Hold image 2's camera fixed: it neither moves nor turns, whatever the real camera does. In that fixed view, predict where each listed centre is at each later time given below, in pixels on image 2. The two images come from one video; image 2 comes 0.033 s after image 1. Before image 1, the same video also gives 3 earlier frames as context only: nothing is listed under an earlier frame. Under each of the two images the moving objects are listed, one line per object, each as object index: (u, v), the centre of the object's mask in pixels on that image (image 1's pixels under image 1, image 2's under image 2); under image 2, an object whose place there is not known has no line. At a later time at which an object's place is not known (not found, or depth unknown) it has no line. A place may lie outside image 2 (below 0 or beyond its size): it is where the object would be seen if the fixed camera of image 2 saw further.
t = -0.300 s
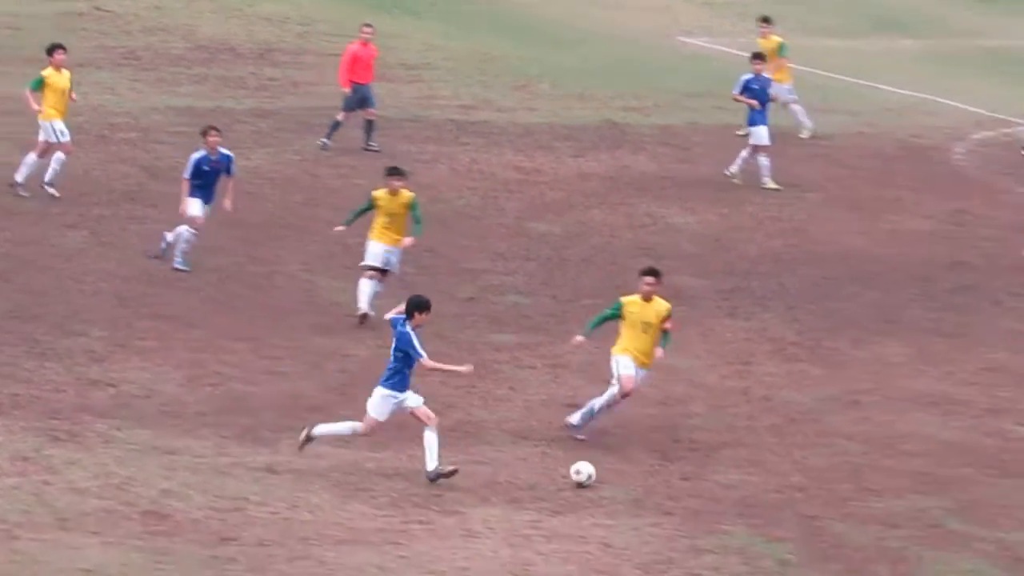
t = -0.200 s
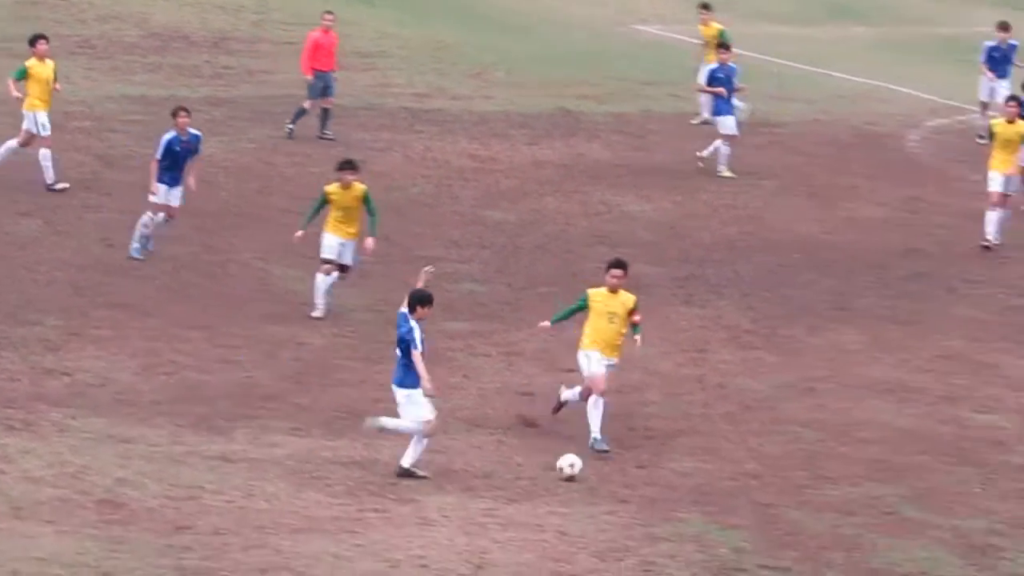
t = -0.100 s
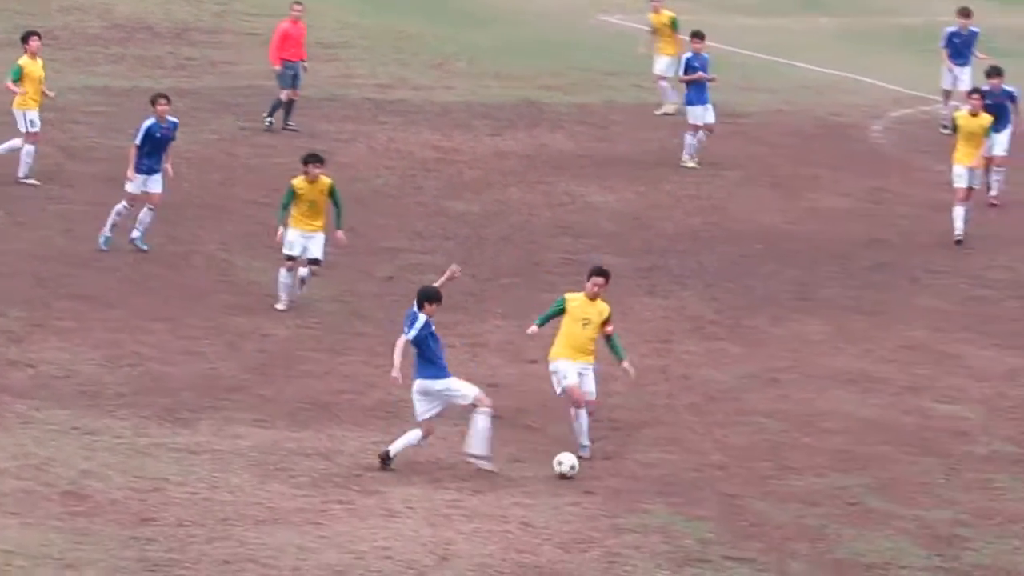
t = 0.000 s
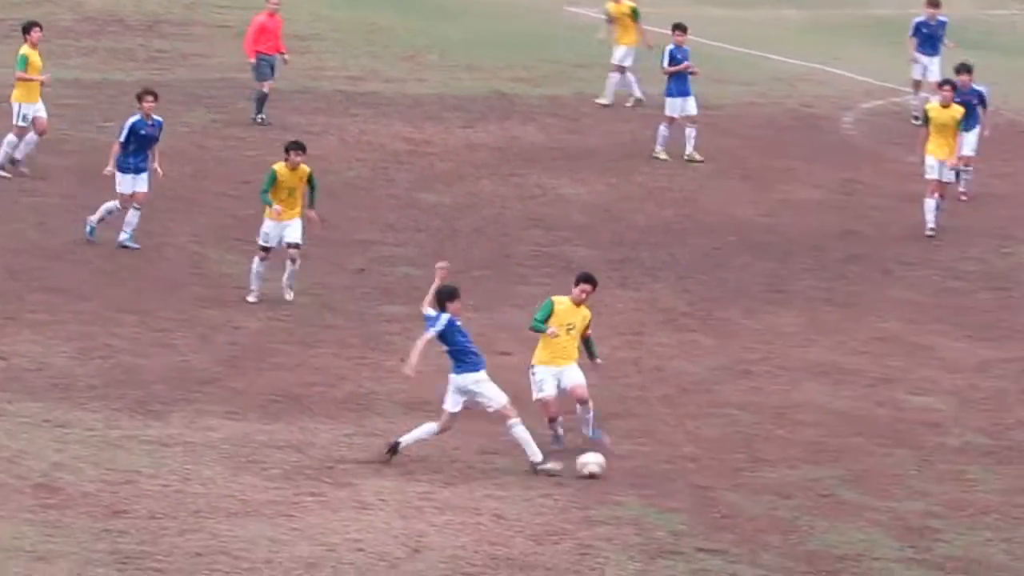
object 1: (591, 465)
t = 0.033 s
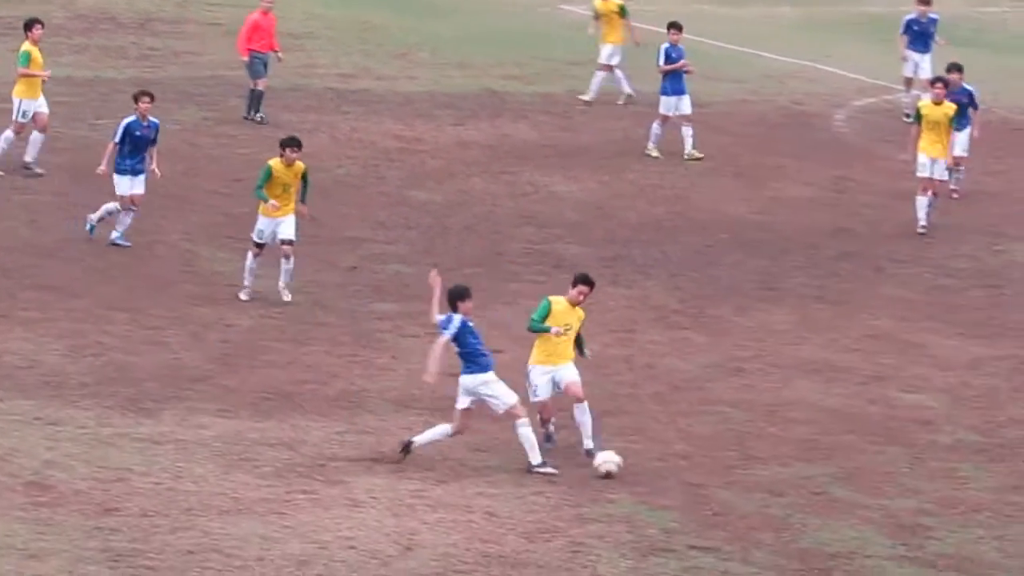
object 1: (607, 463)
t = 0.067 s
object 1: (632, 465)
